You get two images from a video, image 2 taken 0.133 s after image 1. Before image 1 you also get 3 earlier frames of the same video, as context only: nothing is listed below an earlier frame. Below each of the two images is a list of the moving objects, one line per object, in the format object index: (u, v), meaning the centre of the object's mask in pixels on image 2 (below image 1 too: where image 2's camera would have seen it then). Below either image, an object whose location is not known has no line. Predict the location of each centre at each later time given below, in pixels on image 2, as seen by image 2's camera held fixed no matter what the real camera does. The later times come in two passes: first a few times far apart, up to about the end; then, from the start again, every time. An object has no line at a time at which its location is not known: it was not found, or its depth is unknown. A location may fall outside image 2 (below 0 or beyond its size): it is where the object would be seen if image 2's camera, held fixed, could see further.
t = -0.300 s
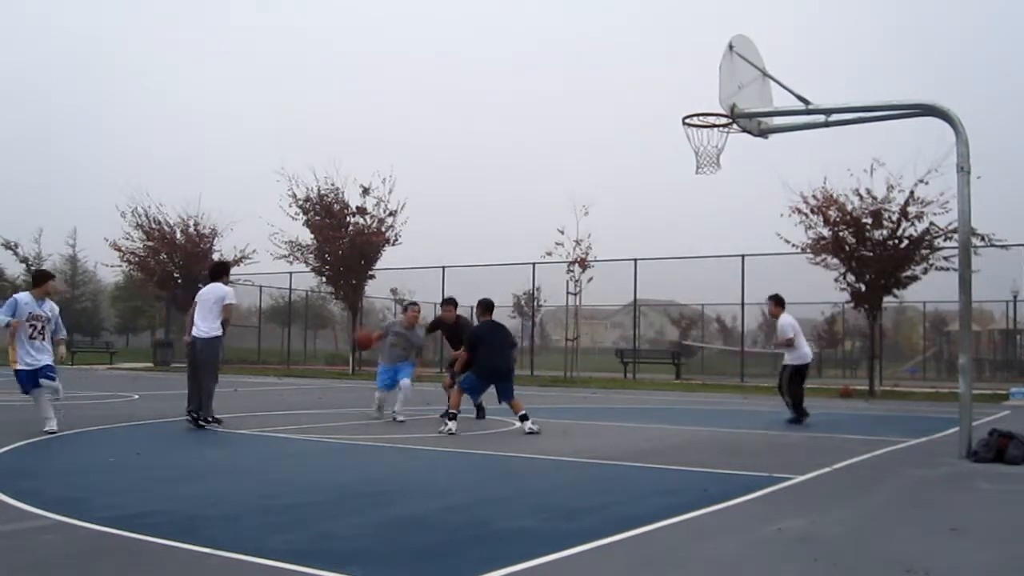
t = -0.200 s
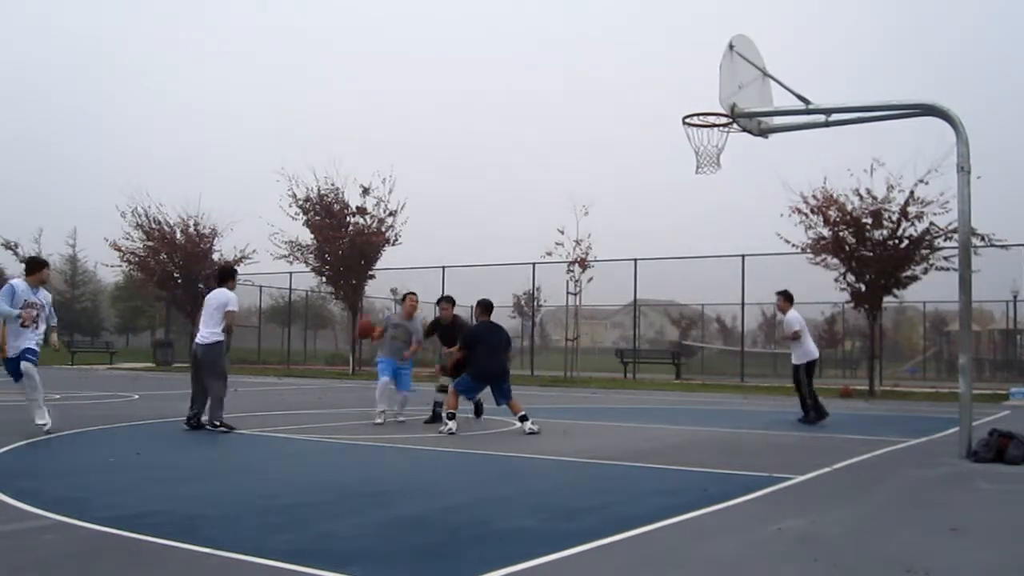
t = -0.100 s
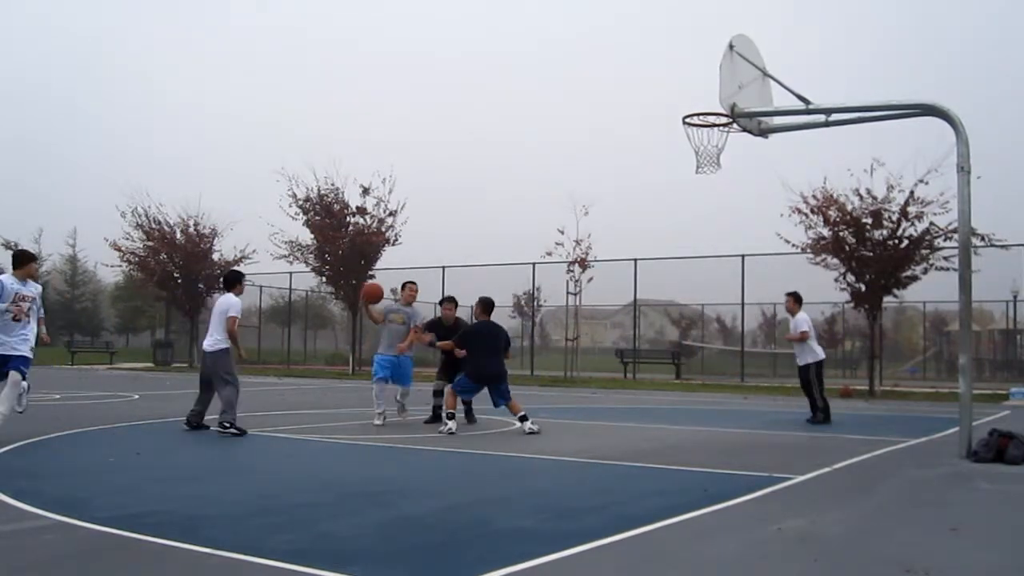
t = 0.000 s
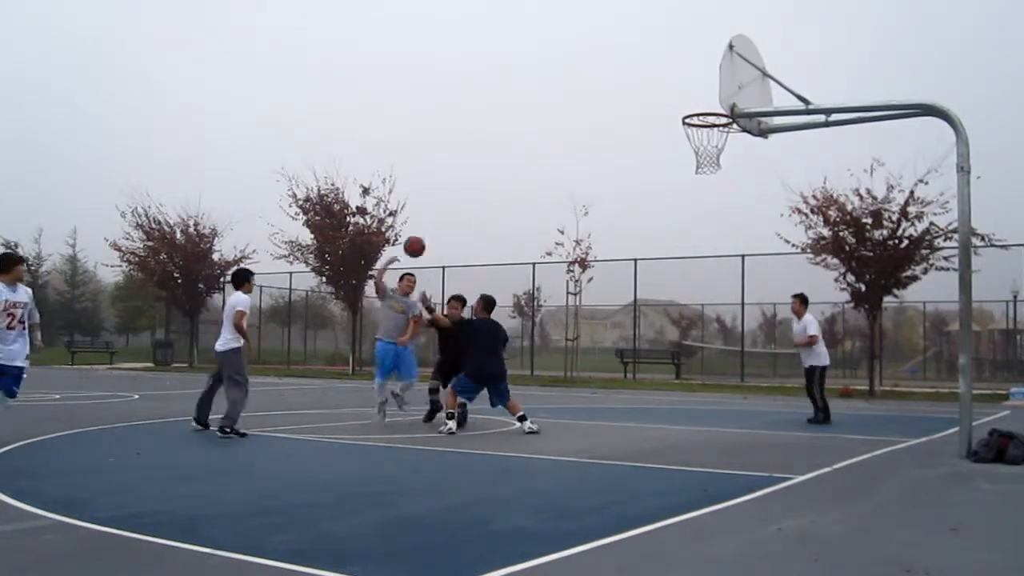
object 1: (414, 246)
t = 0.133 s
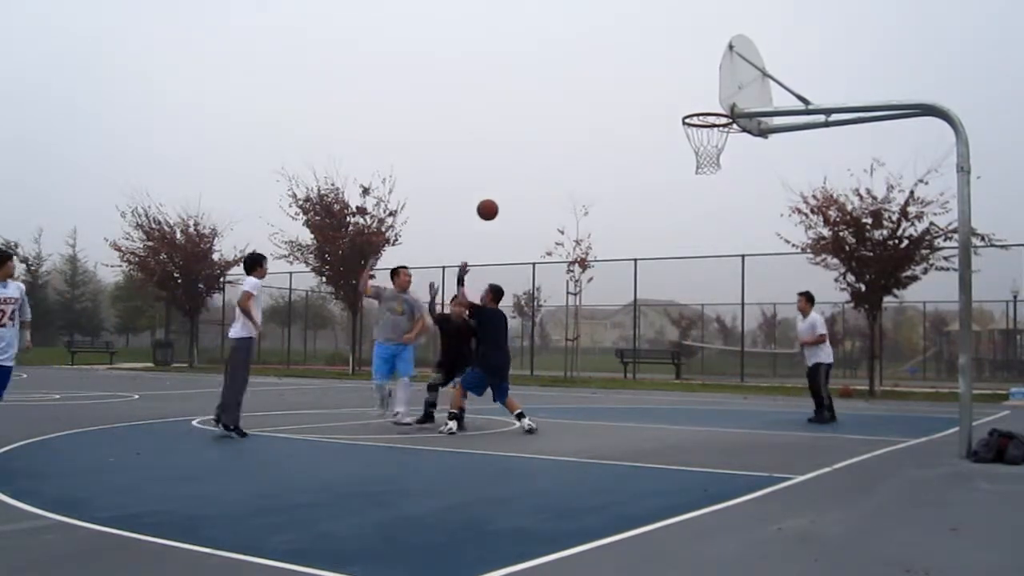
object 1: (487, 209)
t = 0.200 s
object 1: (523, 197)
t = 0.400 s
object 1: (625, 185)
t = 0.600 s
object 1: (722, 208)
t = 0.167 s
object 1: (505, 203)
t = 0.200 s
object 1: (523, 197)
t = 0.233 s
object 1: (540, 193)
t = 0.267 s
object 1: (558, 190)
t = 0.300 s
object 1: (575, 187)
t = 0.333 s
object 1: (592, 185)
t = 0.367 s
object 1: (609, 185)
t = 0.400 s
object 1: (625, 185)
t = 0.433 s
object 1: (642, 187)
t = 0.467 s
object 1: (658, 189)
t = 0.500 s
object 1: (674, 192)
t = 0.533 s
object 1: (690, 197)
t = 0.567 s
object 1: (706, 202)
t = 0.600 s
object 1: (722, 208)
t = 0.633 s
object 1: (737, 215)
